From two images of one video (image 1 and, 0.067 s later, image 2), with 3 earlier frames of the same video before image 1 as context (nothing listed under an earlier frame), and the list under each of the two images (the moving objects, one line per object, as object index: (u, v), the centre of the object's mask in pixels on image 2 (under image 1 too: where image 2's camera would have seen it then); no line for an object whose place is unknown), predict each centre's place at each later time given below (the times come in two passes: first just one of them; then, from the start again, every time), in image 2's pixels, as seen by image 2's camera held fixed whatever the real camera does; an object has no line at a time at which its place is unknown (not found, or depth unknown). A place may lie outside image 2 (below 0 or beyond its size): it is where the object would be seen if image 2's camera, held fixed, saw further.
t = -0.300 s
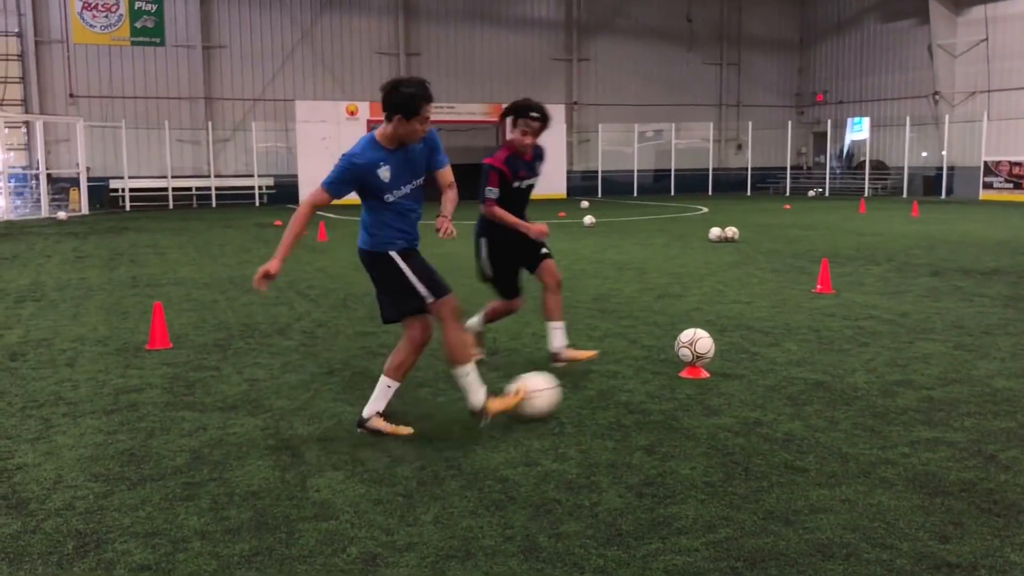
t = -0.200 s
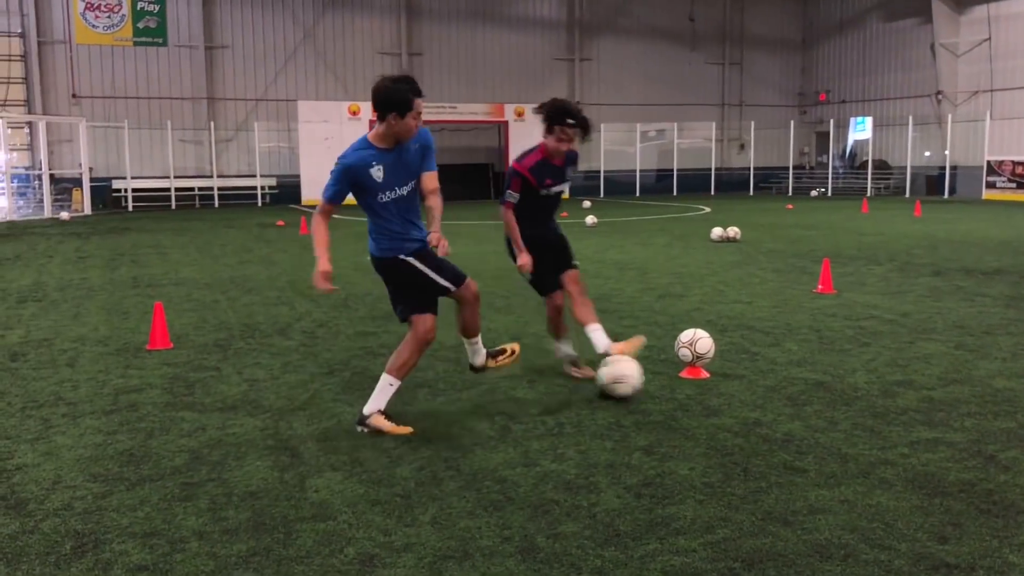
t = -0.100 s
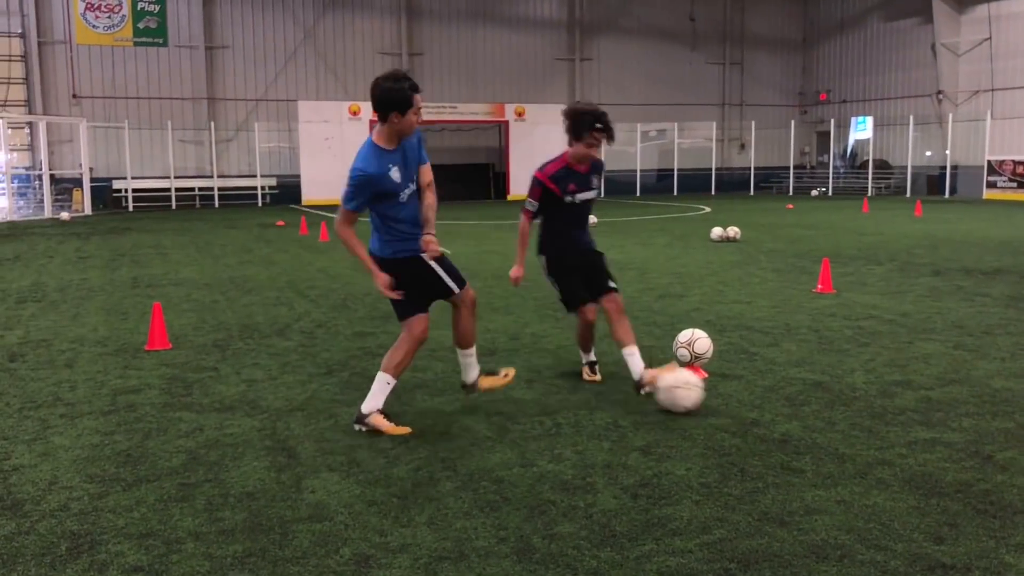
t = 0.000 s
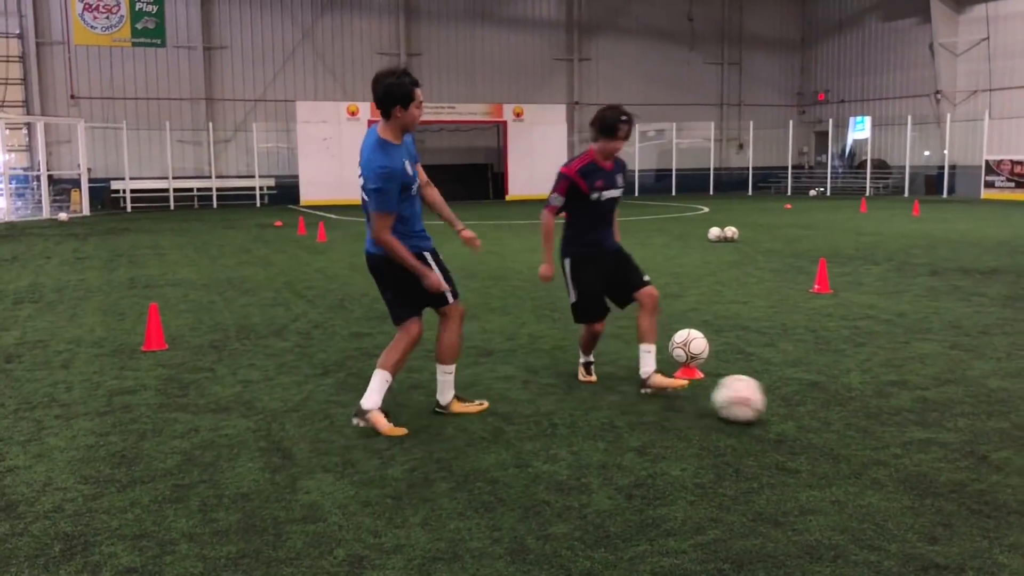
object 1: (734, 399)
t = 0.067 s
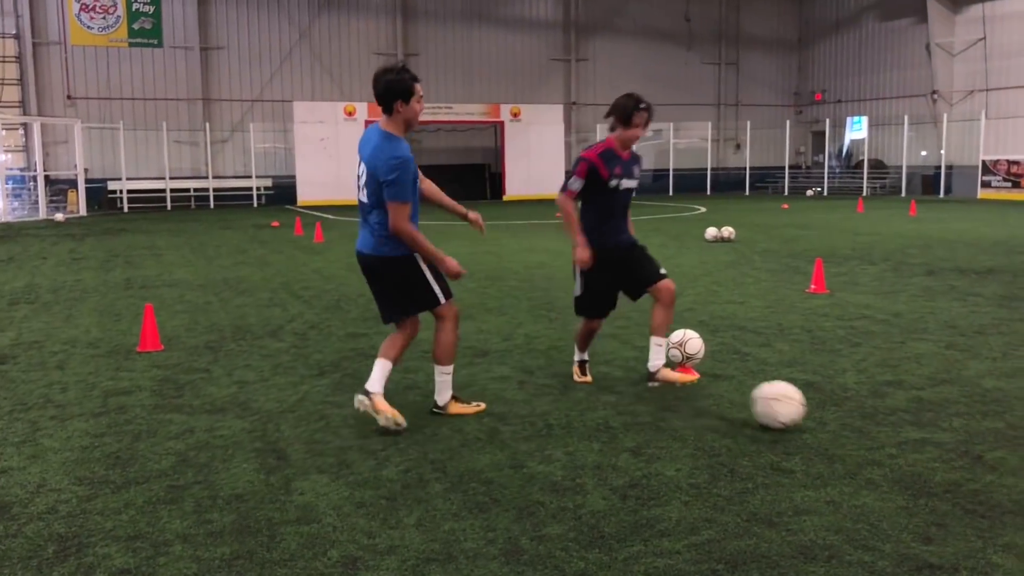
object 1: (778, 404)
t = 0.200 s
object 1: (870, 415)
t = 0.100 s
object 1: (801, 407)
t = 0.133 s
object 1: (823, 408)
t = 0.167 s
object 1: (846, 411)
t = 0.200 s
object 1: (870, 415)
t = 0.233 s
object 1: (895, 418)
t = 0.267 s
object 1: (919, 420)
